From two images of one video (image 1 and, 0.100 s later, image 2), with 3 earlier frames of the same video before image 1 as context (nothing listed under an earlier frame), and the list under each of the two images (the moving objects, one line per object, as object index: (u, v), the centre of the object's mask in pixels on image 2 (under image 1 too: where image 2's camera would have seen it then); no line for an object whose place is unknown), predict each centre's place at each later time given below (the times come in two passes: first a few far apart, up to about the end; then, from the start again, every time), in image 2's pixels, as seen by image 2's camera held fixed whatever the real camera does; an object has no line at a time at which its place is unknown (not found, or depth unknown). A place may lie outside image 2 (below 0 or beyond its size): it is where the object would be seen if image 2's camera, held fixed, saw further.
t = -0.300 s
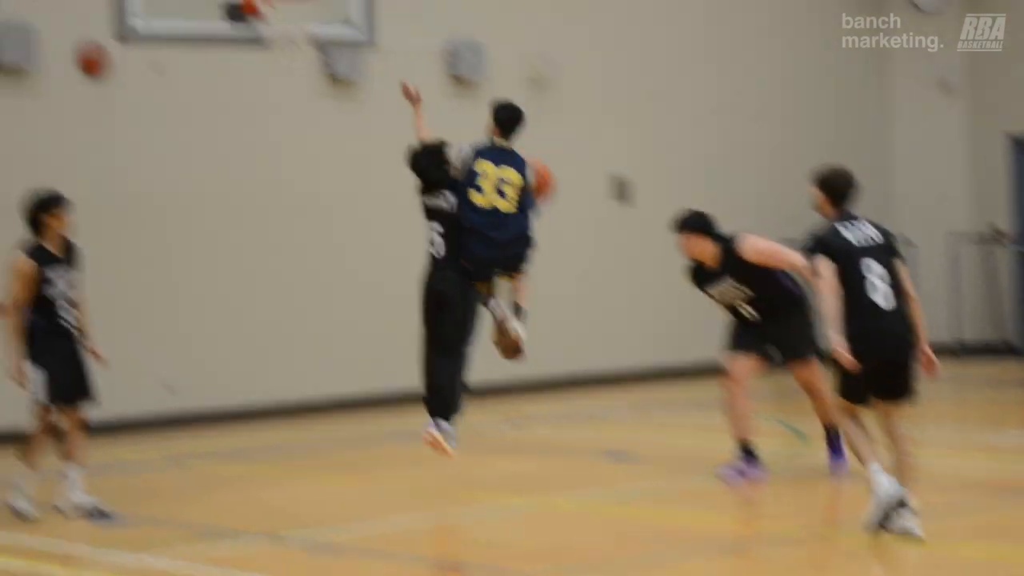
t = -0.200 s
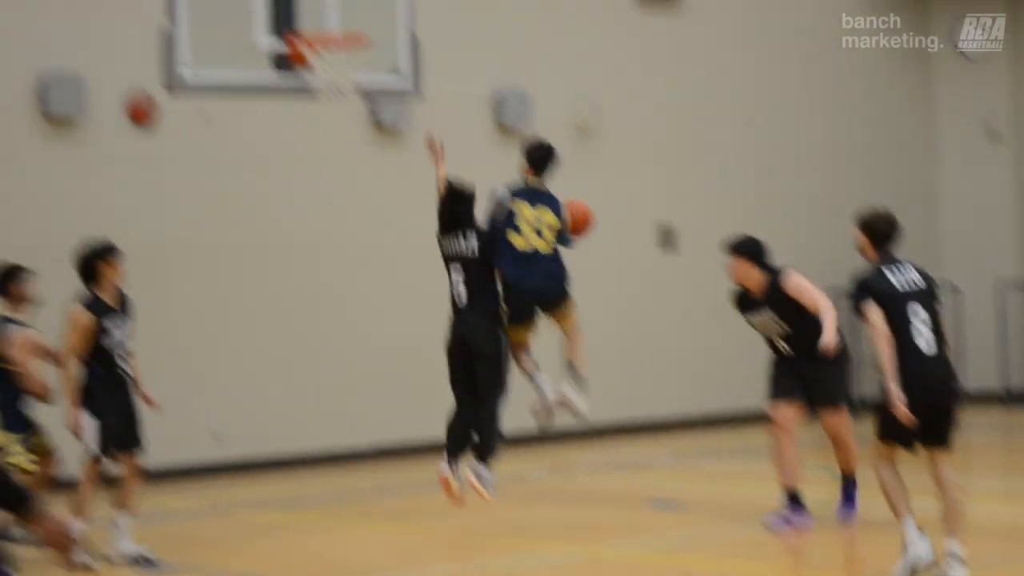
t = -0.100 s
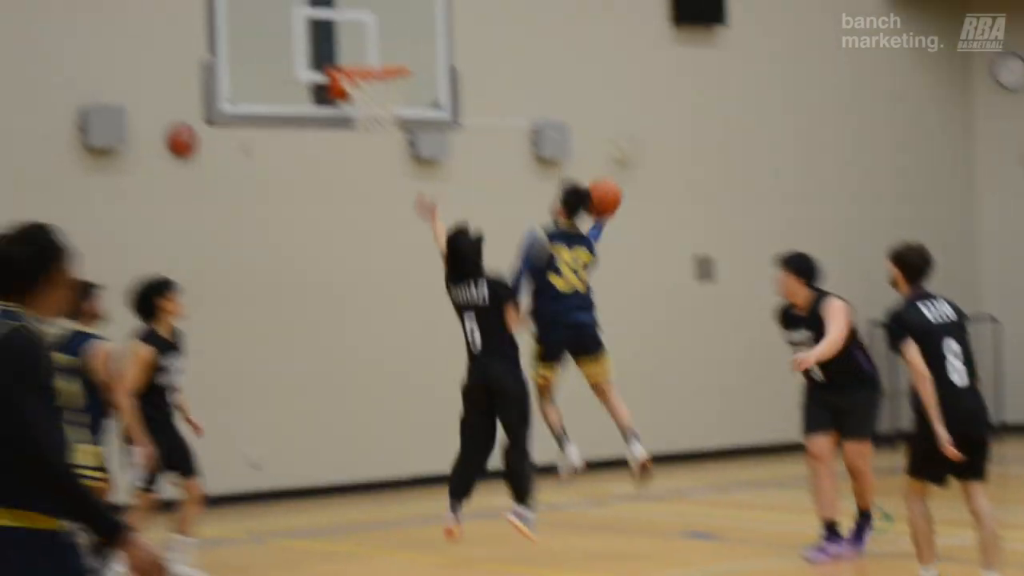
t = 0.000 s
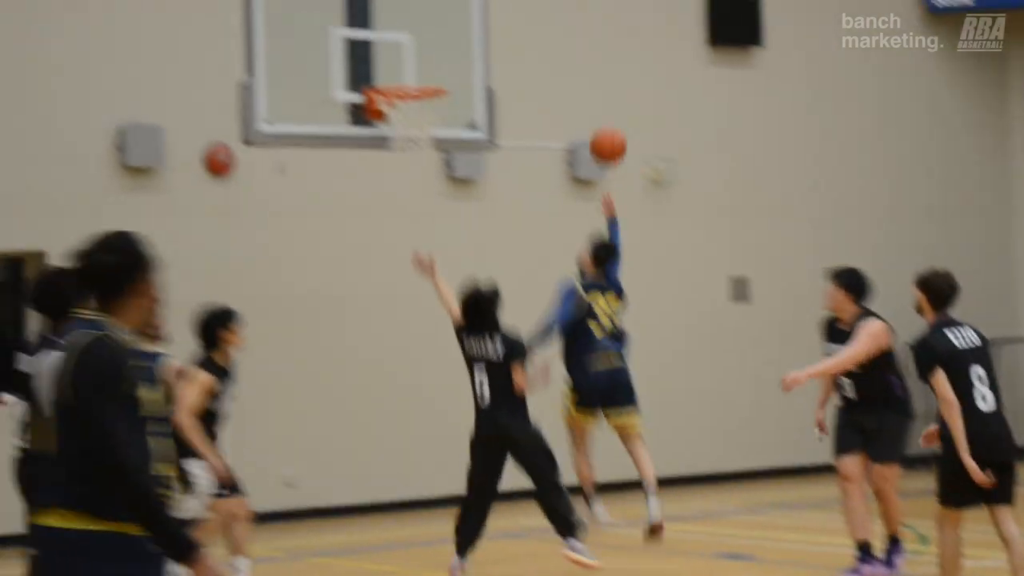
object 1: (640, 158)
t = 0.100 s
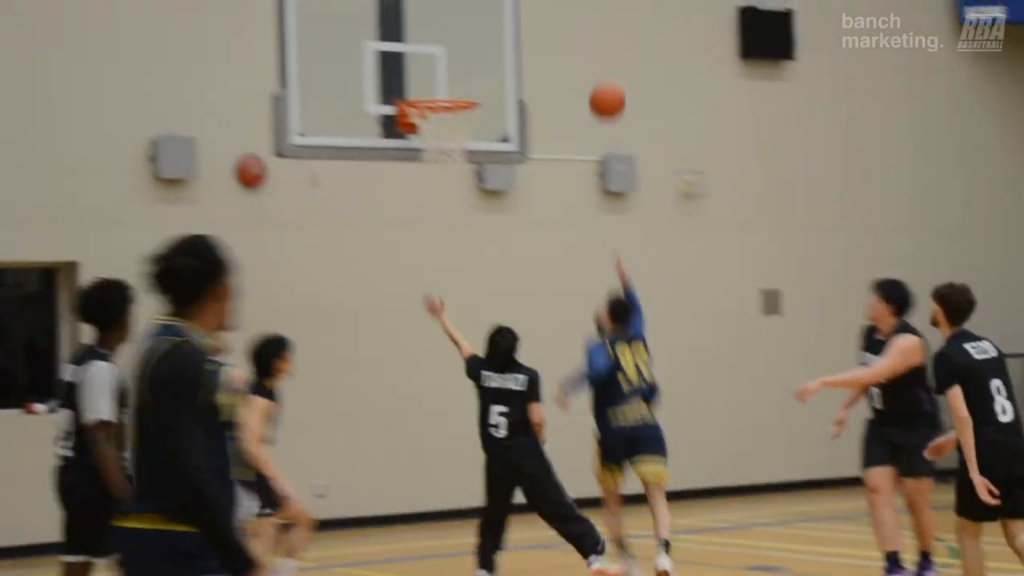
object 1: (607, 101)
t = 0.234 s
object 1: (564, 47)
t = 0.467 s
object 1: (492, 19)
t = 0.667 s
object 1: (434, 60)
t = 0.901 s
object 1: (440, 118)
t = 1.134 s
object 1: (455, 133)
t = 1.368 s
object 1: (442, 180)
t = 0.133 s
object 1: (596, 85)
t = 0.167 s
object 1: (586, 70)
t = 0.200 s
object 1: (575, 58)
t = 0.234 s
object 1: (564, 47)
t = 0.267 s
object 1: (553, 39)
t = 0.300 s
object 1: (543, 31)
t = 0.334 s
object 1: (533, 26)
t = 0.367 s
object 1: (523, 22)
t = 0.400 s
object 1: (512, 19)
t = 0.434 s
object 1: (502, 18)
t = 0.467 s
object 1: (492, 19)
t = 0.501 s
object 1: (482, 22)
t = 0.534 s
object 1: (471, 26)
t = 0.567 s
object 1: (462, 33)
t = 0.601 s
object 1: (452, 40)
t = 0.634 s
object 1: (442, 50)
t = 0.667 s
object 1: (434, 60)
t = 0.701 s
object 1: (434, 66)
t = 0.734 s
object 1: (434, 74)
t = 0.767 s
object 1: (434, 83)
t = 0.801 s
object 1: (436, 87)
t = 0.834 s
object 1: (436, 98)
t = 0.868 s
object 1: (438, 108)
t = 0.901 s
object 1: (440, 118)
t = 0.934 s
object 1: (444, 125)
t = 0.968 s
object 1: (447, 129)
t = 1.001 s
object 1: (450, 128)
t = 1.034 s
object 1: (452, 128)
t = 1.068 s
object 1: (454, 128)
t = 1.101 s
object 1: (455, 129)
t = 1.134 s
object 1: (455, 133)
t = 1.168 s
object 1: (455, 137)
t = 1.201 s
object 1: (455, 141)
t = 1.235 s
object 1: (454, 147)
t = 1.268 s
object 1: (452, 153)
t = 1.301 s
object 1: (449, 161)
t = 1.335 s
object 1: (446, 168)
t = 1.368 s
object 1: (442, 180)
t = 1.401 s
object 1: (440, 191)
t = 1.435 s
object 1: (436, 206)
